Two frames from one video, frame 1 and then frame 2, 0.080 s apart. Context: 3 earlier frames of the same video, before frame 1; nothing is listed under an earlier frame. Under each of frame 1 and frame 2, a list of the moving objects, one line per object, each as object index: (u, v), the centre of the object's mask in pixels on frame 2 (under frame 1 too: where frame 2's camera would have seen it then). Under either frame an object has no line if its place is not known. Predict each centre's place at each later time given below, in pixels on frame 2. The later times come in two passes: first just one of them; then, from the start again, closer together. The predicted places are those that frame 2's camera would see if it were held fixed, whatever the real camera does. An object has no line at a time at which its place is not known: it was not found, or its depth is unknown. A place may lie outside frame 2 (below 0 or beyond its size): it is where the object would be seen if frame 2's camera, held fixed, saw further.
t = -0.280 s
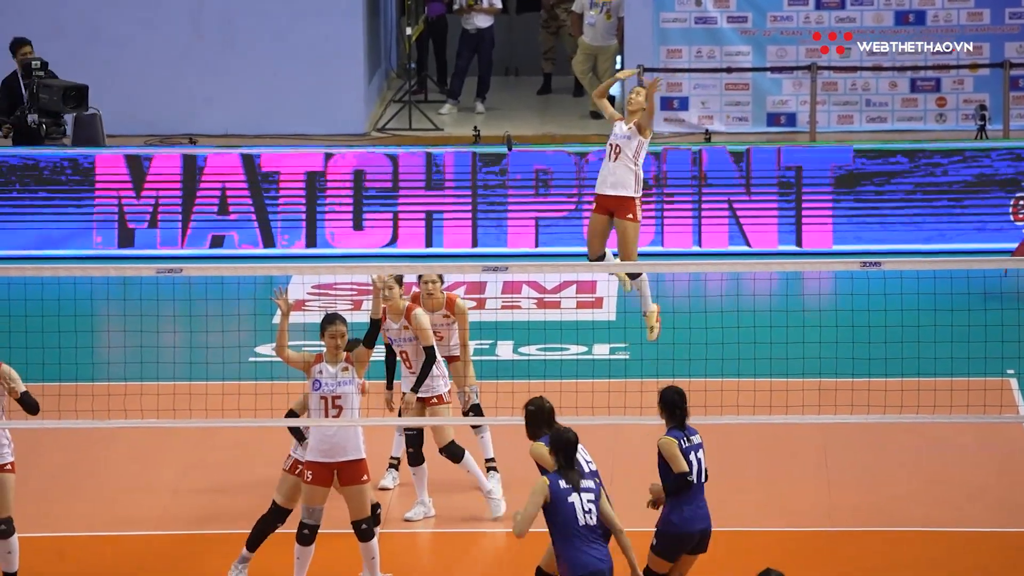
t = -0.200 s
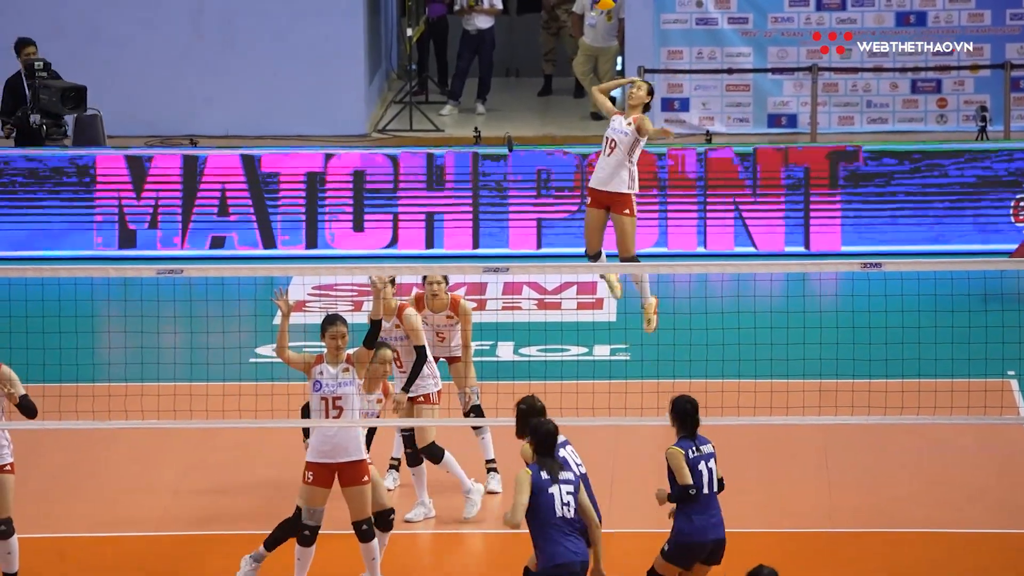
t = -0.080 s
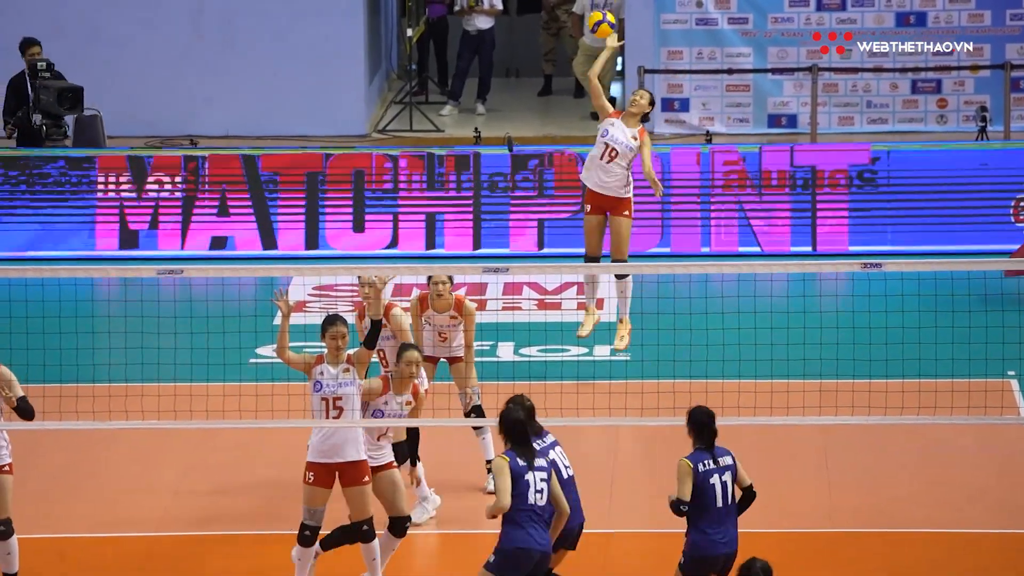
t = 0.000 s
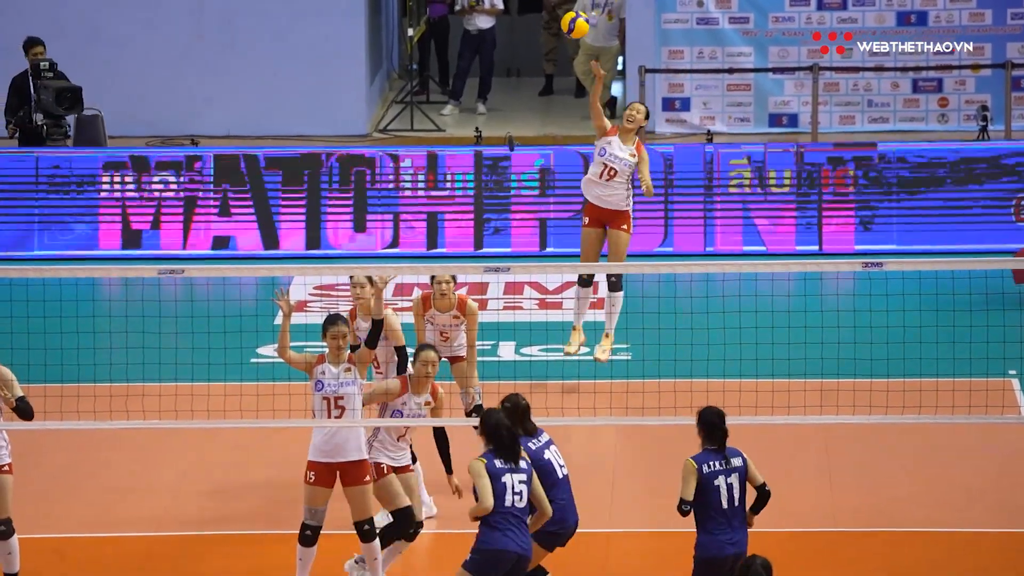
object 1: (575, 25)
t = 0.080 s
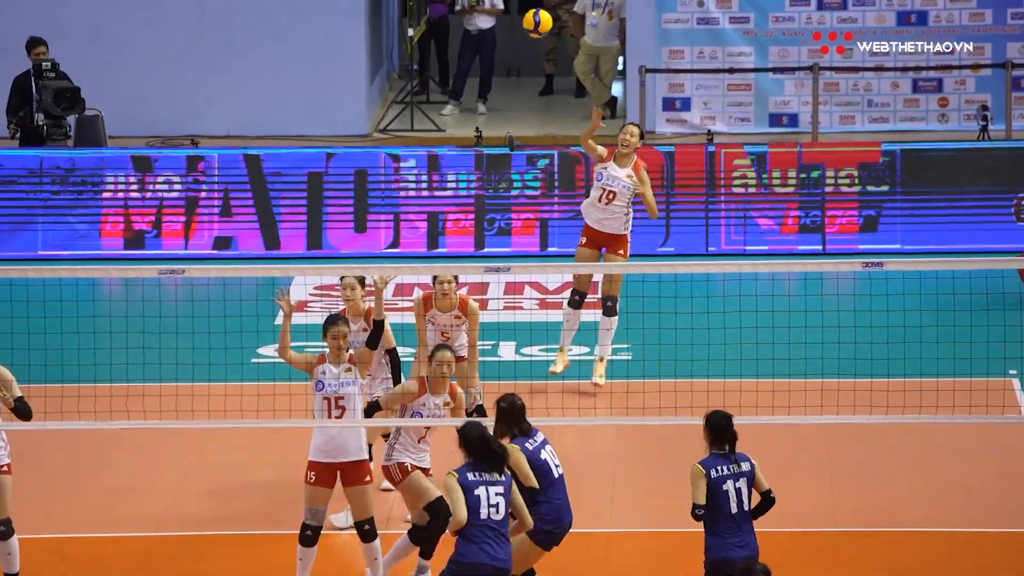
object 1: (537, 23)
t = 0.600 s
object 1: (208, 245)
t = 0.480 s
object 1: (294, 155)
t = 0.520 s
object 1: (266, 182)
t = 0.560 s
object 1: (237, 212)
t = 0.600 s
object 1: (208, 245)
